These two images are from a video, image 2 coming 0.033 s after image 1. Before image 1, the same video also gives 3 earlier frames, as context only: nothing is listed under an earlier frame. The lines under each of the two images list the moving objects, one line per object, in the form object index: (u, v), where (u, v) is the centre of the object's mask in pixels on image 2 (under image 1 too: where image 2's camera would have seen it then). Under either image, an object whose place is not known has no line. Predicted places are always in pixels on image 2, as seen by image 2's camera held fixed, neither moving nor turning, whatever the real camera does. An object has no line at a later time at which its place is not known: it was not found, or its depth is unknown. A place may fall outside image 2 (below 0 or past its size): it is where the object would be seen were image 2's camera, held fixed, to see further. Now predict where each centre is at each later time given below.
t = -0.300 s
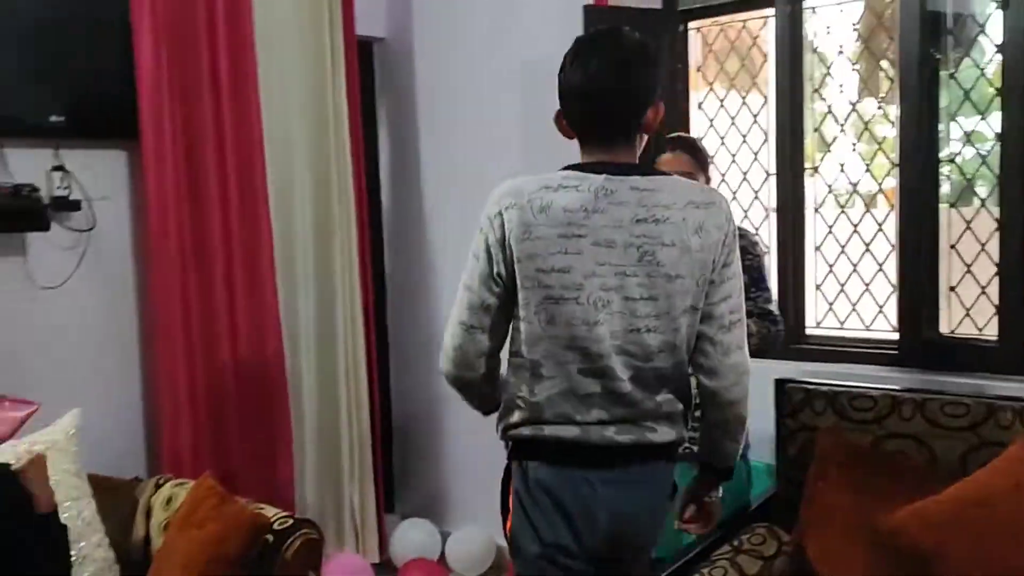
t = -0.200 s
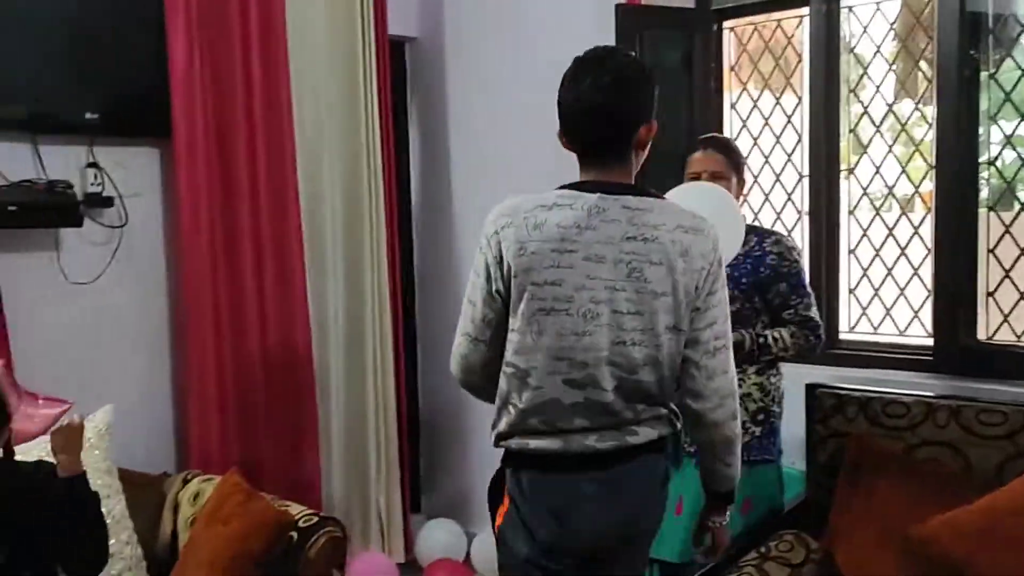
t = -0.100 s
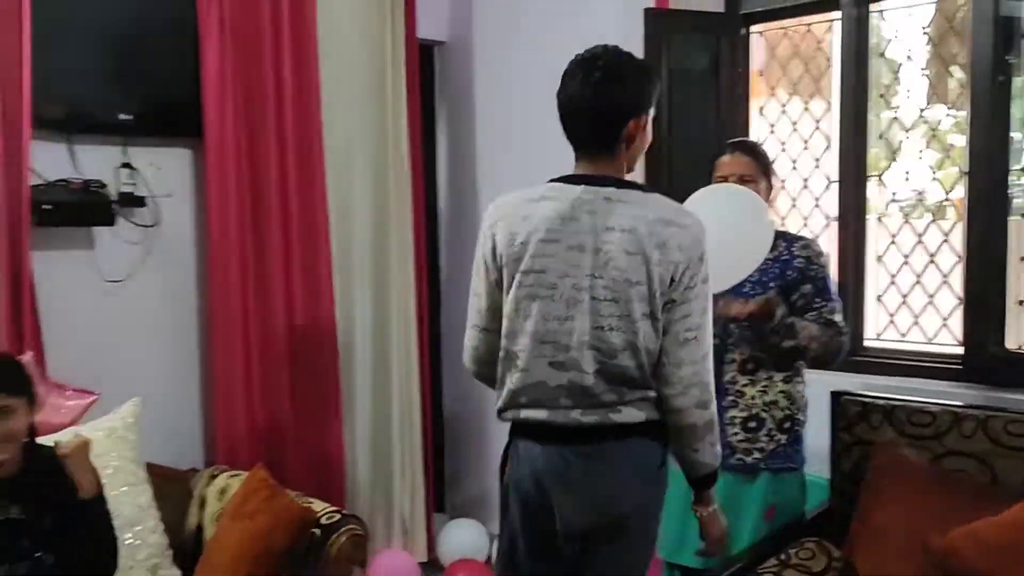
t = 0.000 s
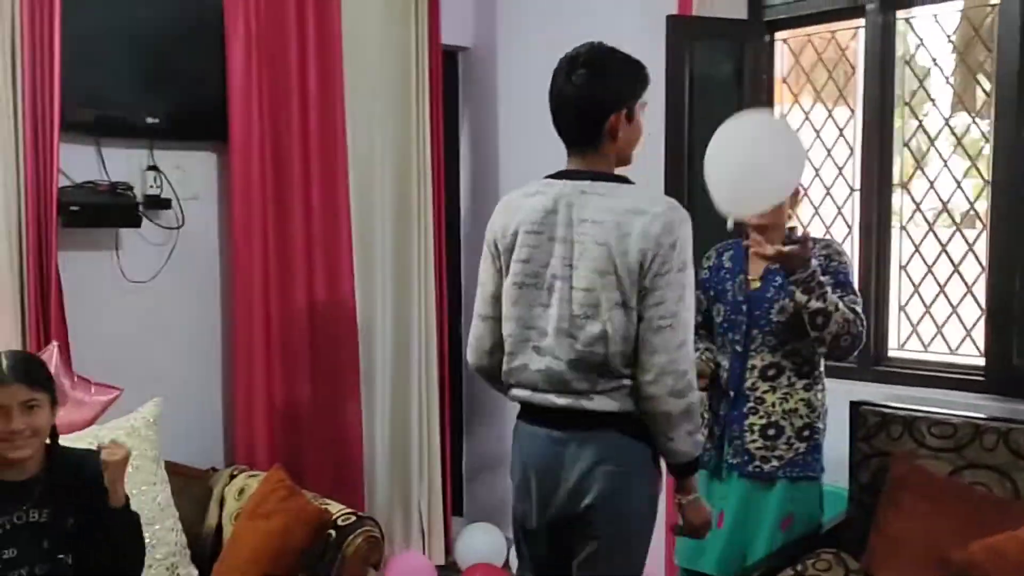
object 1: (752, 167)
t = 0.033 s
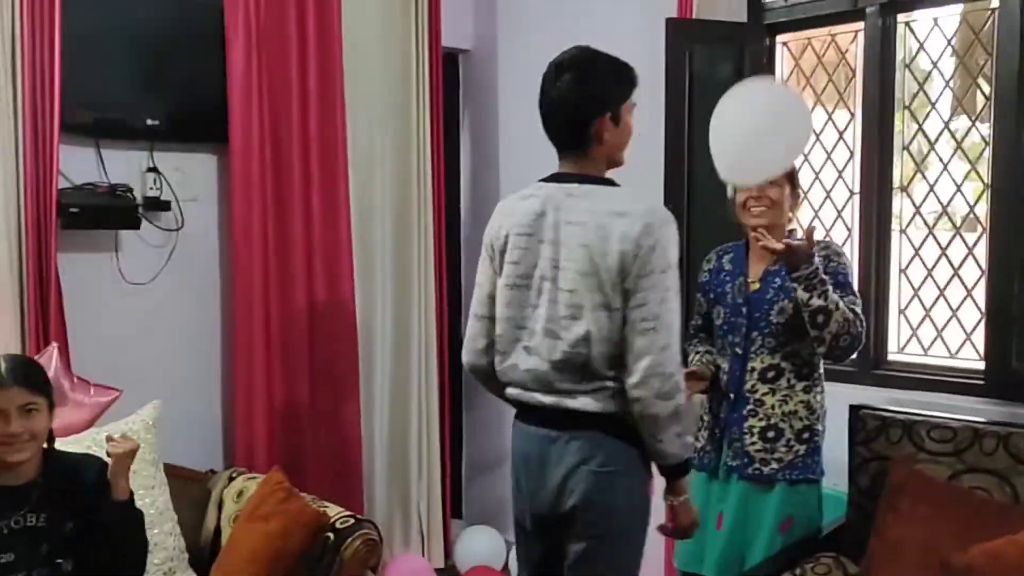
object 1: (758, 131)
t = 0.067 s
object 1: (764, 97)
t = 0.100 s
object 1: (772, 64)
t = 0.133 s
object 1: (778, 36)
